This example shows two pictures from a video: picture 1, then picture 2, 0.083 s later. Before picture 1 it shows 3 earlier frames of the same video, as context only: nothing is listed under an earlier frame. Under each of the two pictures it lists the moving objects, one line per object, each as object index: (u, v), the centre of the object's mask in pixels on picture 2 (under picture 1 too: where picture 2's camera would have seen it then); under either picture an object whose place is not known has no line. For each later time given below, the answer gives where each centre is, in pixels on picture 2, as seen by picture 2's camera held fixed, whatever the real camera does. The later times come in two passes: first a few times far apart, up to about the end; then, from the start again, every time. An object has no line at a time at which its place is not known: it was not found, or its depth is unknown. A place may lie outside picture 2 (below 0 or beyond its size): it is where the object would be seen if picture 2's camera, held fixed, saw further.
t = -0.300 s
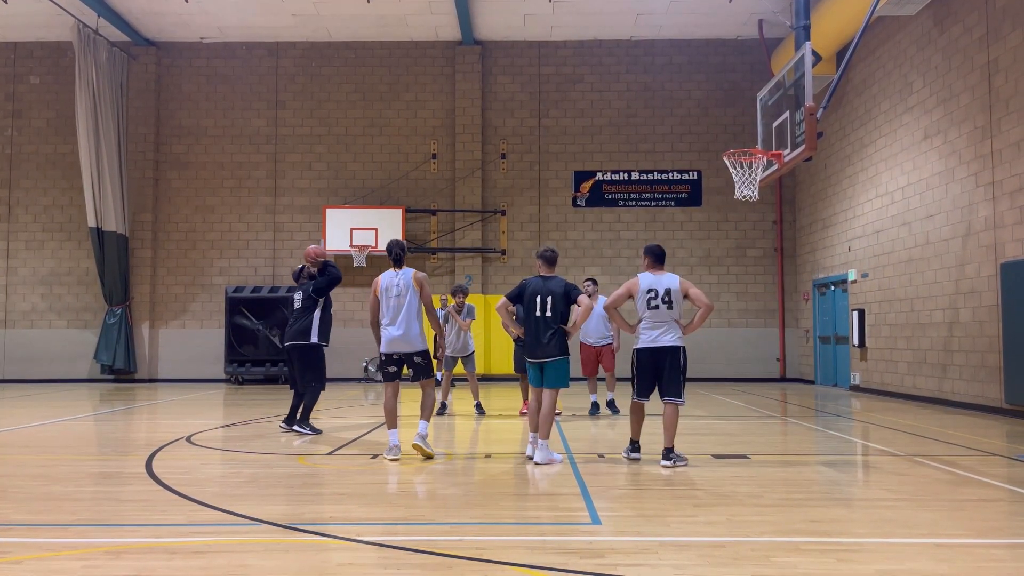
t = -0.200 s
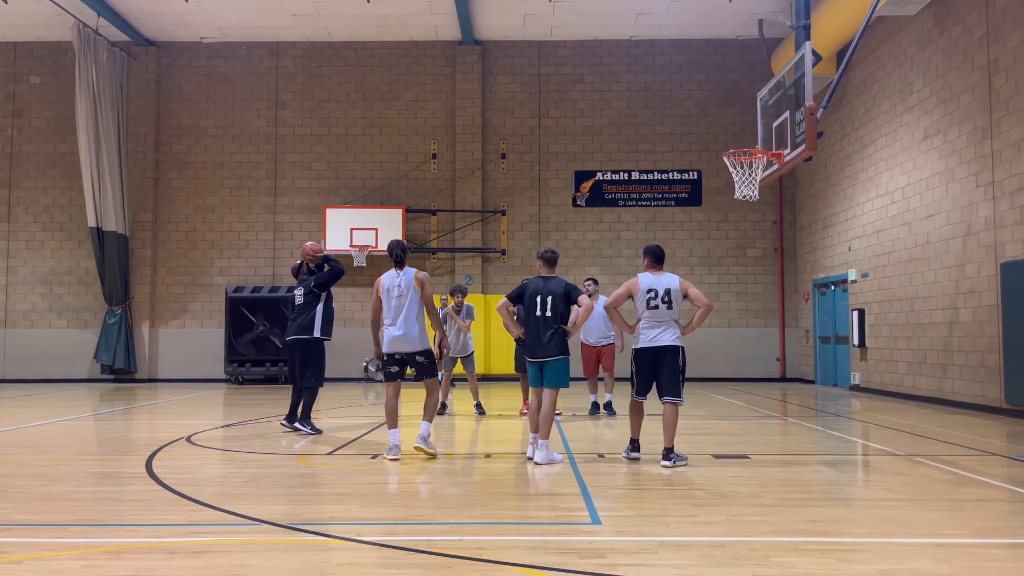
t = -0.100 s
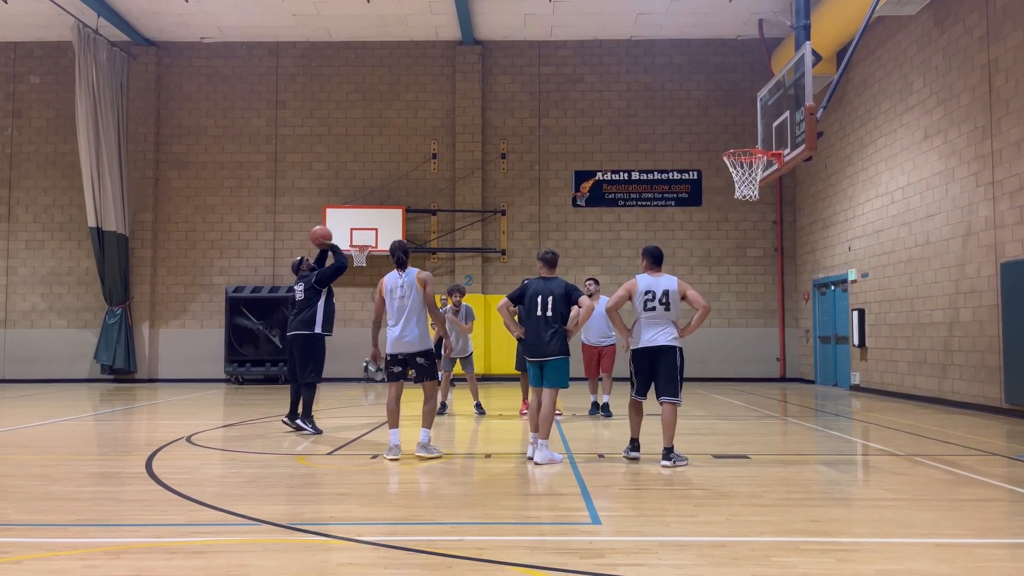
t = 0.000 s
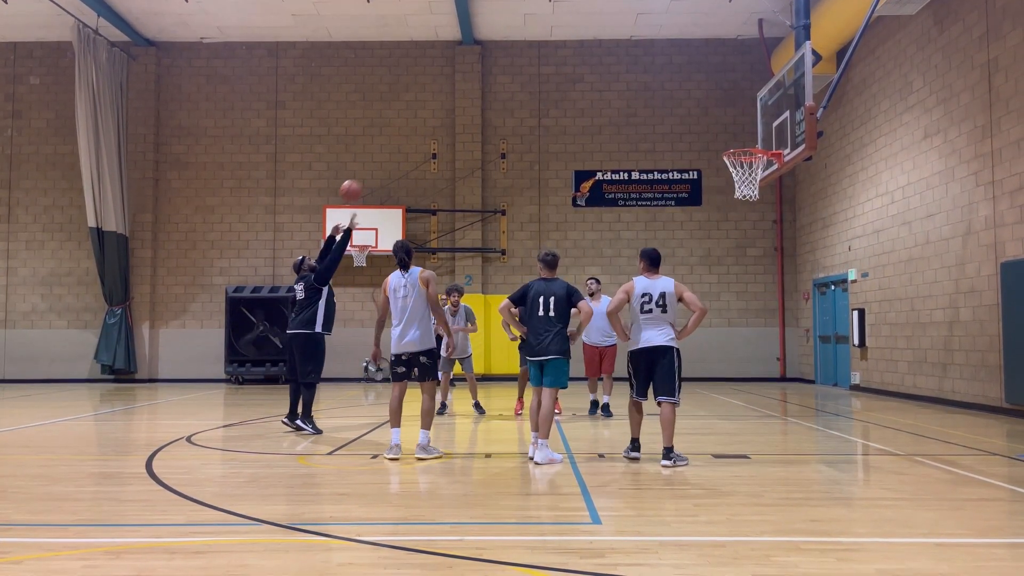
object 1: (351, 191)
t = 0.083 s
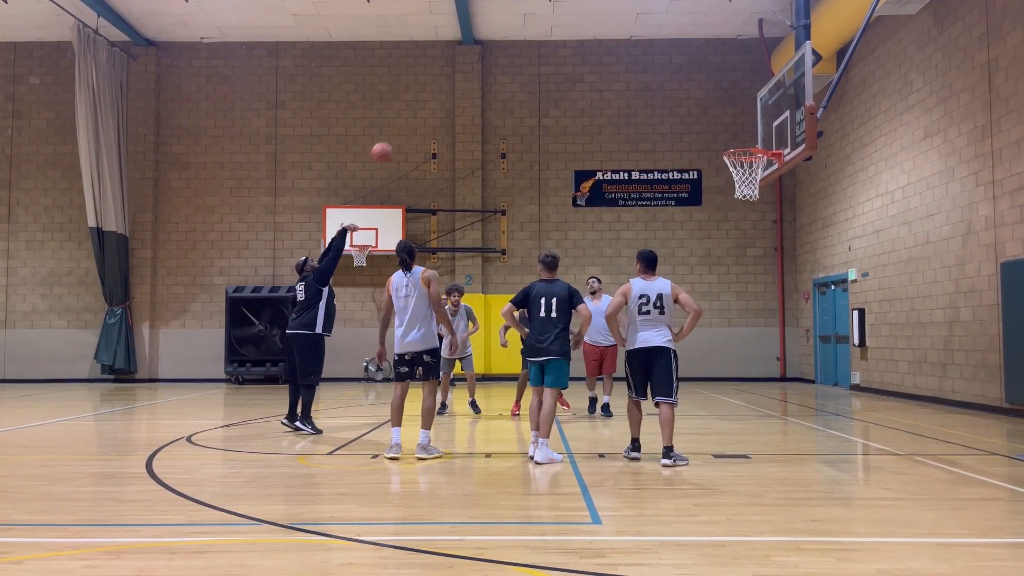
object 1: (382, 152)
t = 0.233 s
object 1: (437, 101)
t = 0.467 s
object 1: (523, 58)
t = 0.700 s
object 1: (608, 65)
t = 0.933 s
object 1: (694, 117)
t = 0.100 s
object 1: (388, 146)
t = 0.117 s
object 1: (395, 140)
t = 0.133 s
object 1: (401, 133)
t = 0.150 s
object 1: (407, 127)
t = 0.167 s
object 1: (413, 121)
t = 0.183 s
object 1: (419, 116)
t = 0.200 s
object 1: (425, 110)
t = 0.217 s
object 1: (432, 106)
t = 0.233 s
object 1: (437, 101)
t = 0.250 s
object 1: (444, 97)
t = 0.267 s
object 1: (449, 93)
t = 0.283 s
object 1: (455, 88)
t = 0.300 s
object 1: (463, 84)
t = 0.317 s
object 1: (468, 81)
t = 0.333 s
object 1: (474, 77)
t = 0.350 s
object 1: (481, 74)
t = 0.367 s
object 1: (487, 72)
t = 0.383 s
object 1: (492, 69)
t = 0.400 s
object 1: (499, 66)
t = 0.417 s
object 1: (505, 64)
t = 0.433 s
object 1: (511, 63)
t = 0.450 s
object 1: (517, 60)
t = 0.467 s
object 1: (523, 58)
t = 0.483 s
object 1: (529, 57)
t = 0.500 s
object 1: (536, 57)
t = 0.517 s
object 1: (542, 56)
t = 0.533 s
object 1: (548, 55)
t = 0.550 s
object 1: (554, 55)
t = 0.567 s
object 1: (560, 55)
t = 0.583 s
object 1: (566, 56)
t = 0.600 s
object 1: (572, 56)
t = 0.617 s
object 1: (578, 57)
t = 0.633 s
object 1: (584, 57)
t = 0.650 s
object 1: (590, 58)
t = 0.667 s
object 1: (596, 59)
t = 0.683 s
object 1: (602, 63)
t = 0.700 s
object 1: (608, 65)
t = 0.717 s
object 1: (615, 66)
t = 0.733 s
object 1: (621, 68)
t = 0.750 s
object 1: (627, 72)
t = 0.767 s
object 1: (633, 75)
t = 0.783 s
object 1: (638, 79)
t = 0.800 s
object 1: (645, 83)
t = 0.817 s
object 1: (651, 86)
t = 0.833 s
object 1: (656, 90)
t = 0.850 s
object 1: (663, 94)
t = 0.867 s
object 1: (669, 98)
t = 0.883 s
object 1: (675, 102)
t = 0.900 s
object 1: (681, 107)
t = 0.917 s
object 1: (688, 113)
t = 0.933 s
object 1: (694, 117)
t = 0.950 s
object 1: (700, 123)
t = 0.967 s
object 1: (706, 130)
